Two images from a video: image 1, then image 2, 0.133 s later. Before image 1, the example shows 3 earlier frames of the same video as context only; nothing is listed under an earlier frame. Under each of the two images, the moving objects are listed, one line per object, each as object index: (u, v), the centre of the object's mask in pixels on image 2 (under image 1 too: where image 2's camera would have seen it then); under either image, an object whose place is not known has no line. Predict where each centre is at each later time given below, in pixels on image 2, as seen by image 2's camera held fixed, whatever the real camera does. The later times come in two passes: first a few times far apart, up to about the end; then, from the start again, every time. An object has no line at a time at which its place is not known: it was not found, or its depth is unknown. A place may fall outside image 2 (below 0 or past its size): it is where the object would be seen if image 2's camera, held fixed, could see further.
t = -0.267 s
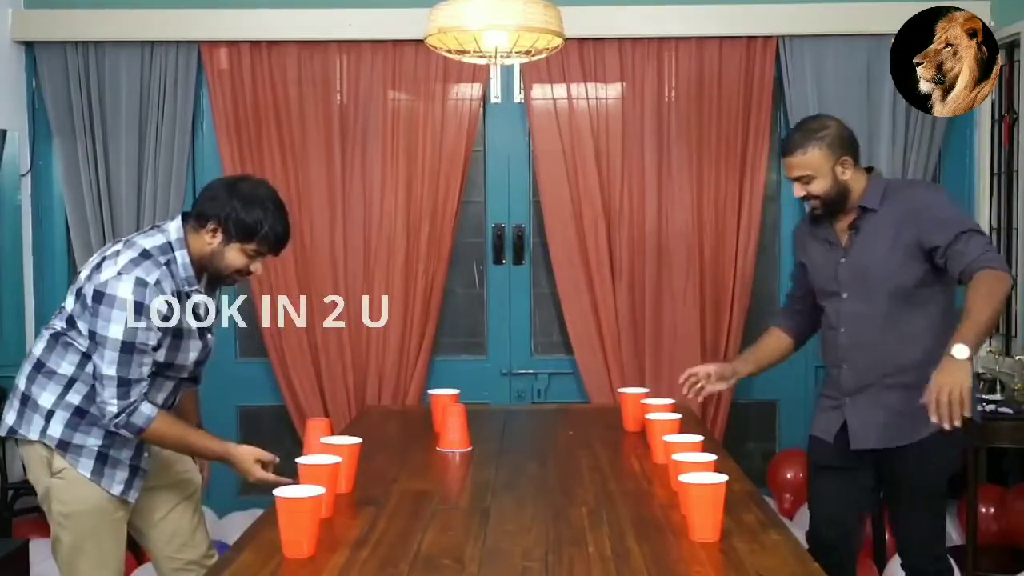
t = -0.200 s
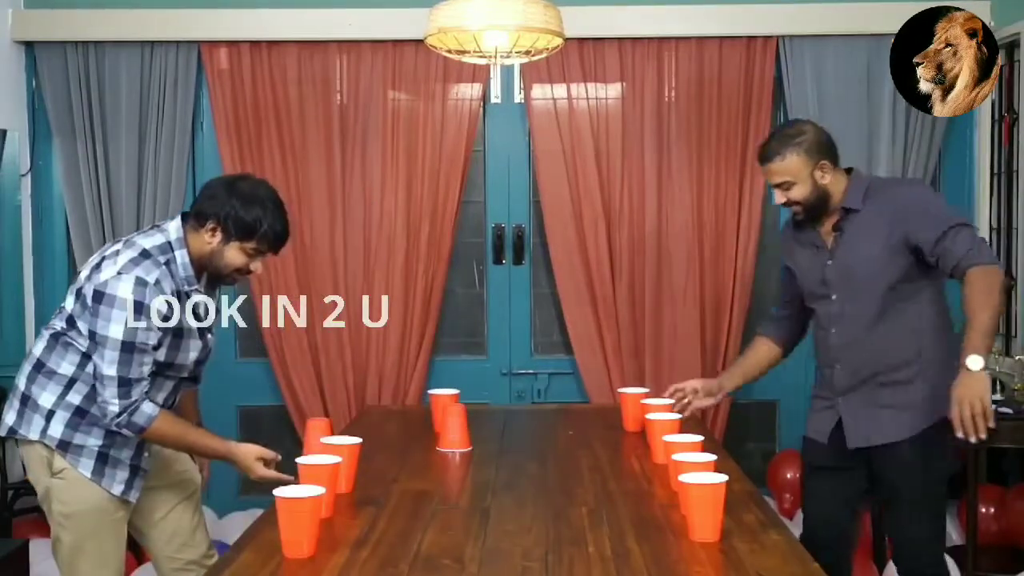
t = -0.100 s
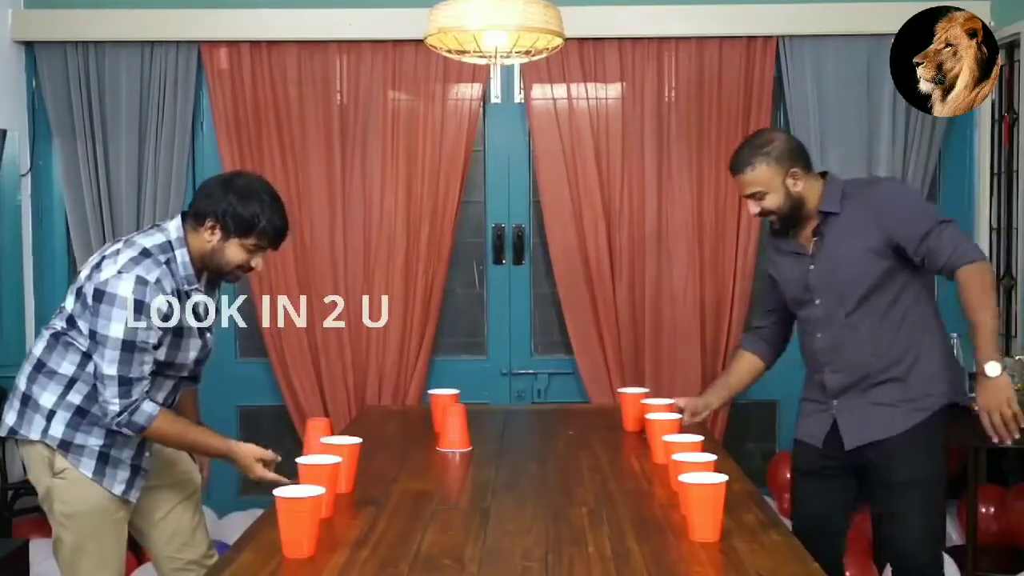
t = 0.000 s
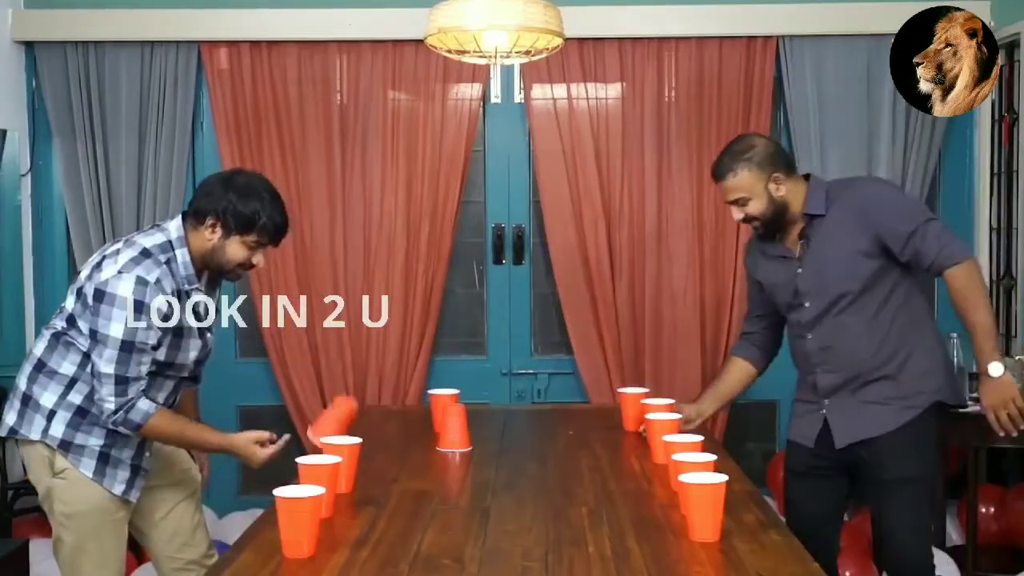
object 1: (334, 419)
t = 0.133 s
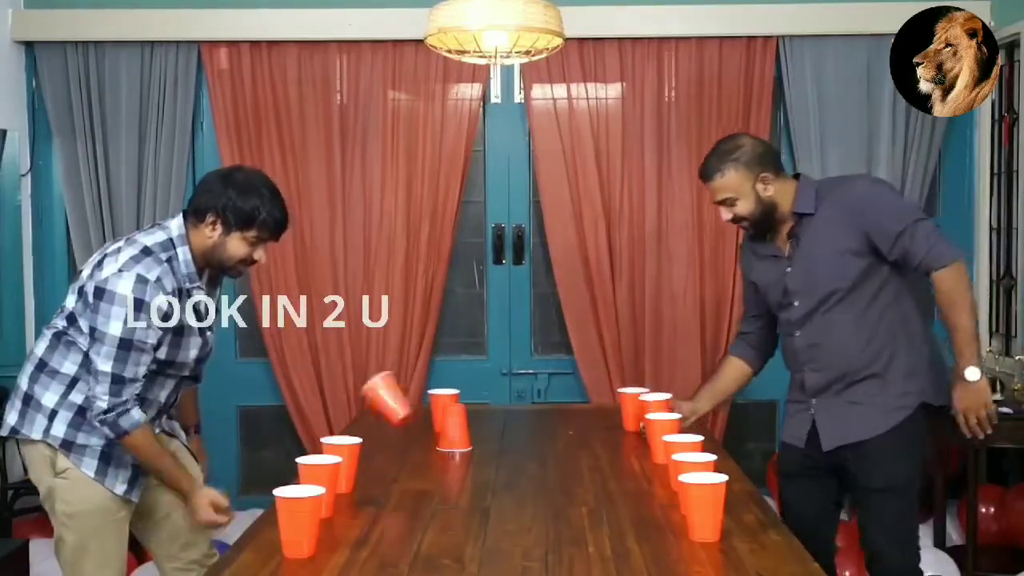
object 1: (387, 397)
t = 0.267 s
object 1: (435, 438)
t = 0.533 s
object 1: (534, 443)
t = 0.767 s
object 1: (582, 442)
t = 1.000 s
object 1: (599, 452)
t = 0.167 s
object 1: (401, 403)
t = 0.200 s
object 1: (411, 413)
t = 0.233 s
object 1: (424, 429)
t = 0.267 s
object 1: (435, 438)
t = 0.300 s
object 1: (445, 437)
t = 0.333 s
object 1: (461, 441)
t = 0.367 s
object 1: (472, 440)
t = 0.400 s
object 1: (482, 439)
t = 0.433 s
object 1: (497, 443)
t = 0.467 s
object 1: (508, 440)
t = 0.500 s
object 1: (519, 439)
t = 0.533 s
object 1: (534, 443)
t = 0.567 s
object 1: (546, 446)
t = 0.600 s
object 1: (557, 451)
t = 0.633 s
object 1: (563, 444)
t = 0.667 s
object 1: (568, 441)
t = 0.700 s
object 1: (573, 441)
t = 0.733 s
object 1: (578, 442)
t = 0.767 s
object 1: (582, 442)
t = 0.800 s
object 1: (585, 444)
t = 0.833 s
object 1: (589, 450)
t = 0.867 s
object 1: (593, 452)
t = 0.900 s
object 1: (595, 450)
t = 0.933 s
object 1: (596, 448)
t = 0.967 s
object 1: (597, 449)
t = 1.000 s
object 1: (599, 452)
